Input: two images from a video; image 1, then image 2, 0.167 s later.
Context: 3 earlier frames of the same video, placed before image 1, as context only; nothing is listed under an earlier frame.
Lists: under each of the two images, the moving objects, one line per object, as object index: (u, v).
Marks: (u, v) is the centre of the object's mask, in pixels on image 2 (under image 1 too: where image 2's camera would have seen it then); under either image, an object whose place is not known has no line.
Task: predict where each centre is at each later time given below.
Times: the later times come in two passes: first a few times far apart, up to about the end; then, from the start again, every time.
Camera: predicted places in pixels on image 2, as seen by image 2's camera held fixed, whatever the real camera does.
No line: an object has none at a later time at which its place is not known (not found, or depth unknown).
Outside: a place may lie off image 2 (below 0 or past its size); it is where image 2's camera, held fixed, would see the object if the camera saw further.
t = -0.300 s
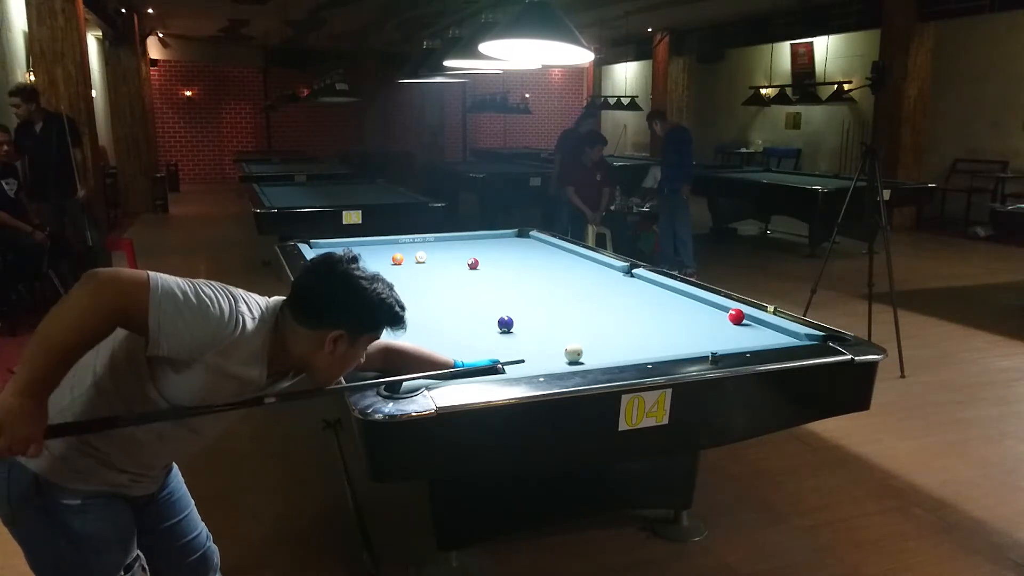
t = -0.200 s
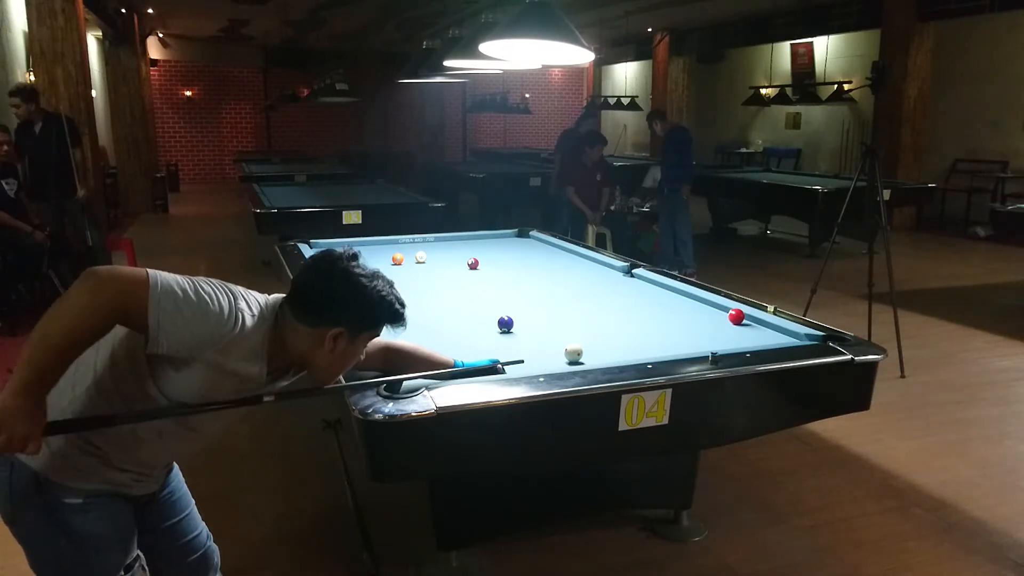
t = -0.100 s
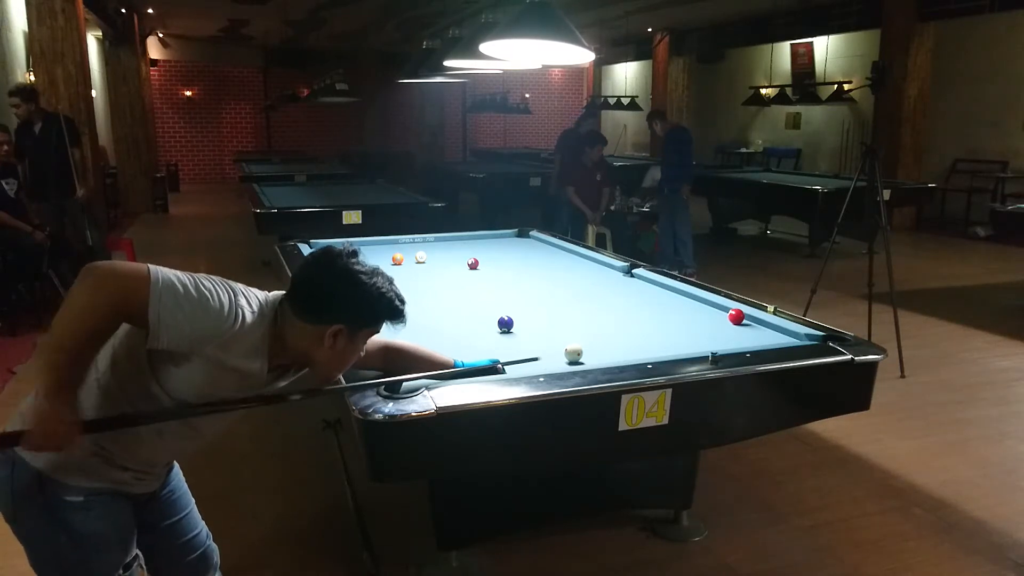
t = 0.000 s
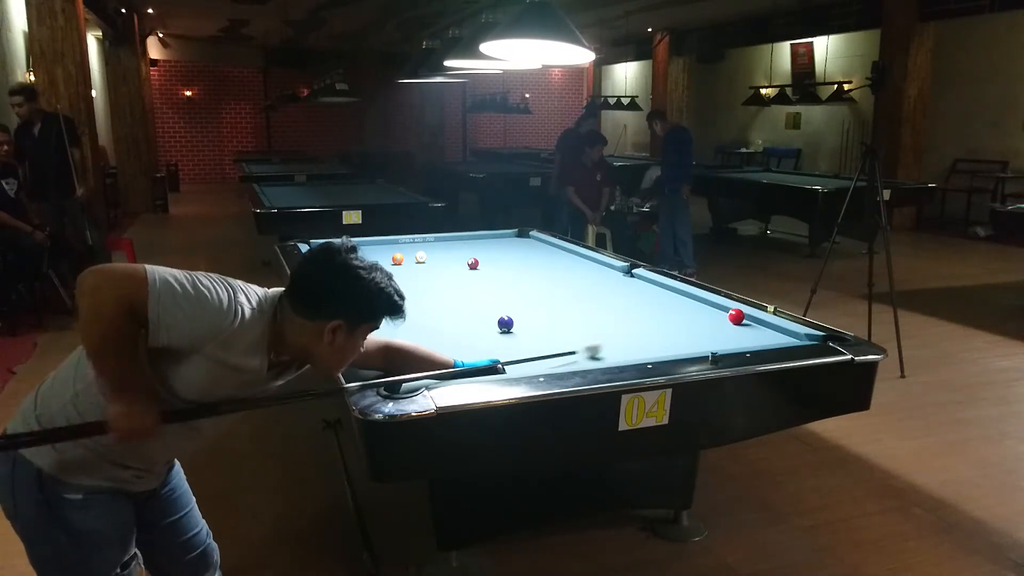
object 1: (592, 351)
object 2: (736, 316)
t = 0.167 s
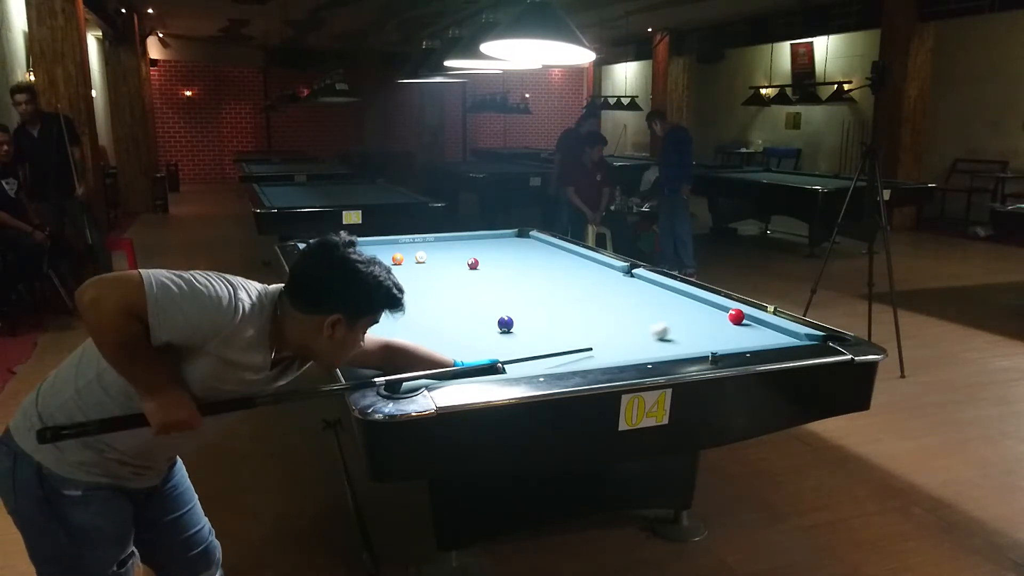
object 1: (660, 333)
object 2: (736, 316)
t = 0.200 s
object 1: (671, 331)
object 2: (736, 316)
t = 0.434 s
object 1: (718, 312)
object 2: (740, 317)
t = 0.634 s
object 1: (691, 303)
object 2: (726, 321)
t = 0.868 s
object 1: (647, 295)
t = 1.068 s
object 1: (614, 289)
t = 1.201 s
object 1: (593, 285)
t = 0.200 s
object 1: (671, 331)
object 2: (736, 316)
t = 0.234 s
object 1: (681, 328)
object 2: (736, 316)
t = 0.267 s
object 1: (690, 326)
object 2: (736, 316)
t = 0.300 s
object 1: (699, 323)
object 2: (736, 316)
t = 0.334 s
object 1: (706, 319)
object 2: (736, 316)
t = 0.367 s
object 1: (715, 316)
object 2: (736, 316)
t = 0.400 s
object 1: (718, 314)
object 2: (740, 316)
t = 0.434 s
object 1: (718, 312)
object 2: (740, 317)
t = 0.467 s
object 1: (718, 310)
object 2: (737, 318)
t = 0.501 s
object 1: (718, 308)
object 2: (735, 318)
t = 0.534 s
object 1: (711, 306)
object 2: (733, 319)
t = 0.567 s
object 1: (704, 305)
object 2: (731, 320)
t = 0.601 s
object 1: (697, 304)
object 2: (728, 320)
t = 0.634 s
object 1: (691, 303)
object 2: (726, 321)
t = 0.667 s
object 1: (684, 301)
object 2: (724, 322)
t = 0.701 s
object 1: (678, 300)
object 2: (722, 322)
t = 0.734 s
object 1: (672, 300)
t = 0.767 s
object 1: (665, 298)
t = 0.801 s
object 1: (659, 297)
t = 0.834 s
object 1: (653, 296)
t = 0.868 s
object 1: (647, 295)
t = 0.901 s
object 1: (642, 294)
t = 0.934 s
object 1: (636, 293)
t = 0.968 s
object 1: (630, 292)
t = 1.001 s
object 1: (625, 291)
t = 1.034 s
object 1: (619, 290)
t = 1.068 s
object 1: (614, 289)
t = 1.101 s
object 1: (608, 288)
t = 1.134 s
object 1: (603, 287)
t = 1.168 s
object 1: (598, 286)
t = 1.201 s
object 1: (593, 285)
